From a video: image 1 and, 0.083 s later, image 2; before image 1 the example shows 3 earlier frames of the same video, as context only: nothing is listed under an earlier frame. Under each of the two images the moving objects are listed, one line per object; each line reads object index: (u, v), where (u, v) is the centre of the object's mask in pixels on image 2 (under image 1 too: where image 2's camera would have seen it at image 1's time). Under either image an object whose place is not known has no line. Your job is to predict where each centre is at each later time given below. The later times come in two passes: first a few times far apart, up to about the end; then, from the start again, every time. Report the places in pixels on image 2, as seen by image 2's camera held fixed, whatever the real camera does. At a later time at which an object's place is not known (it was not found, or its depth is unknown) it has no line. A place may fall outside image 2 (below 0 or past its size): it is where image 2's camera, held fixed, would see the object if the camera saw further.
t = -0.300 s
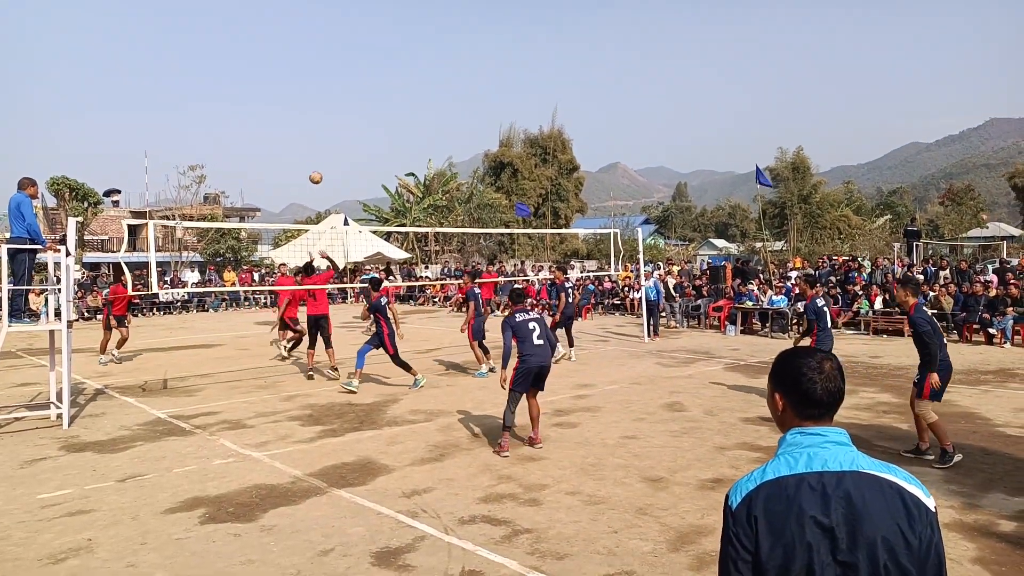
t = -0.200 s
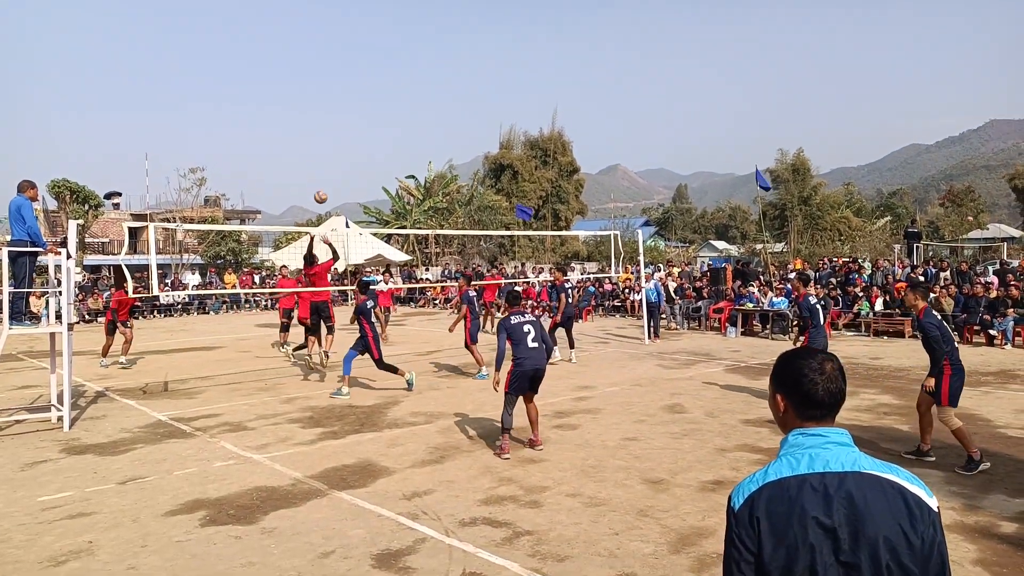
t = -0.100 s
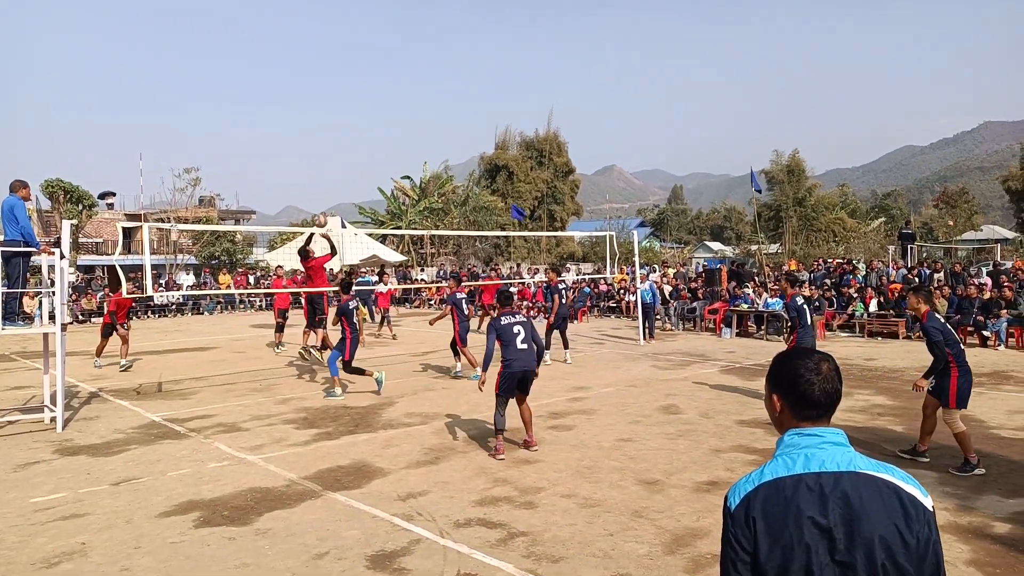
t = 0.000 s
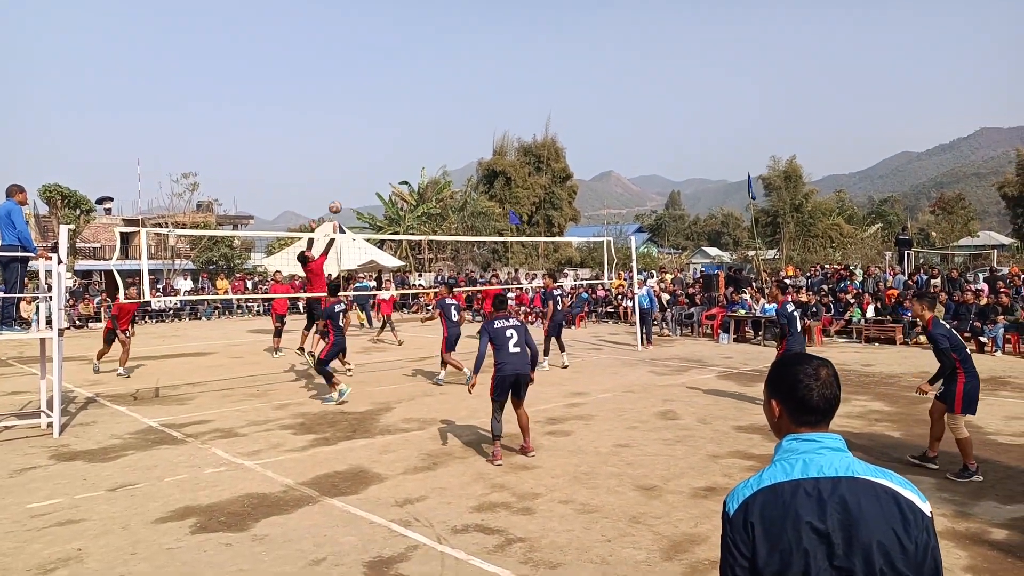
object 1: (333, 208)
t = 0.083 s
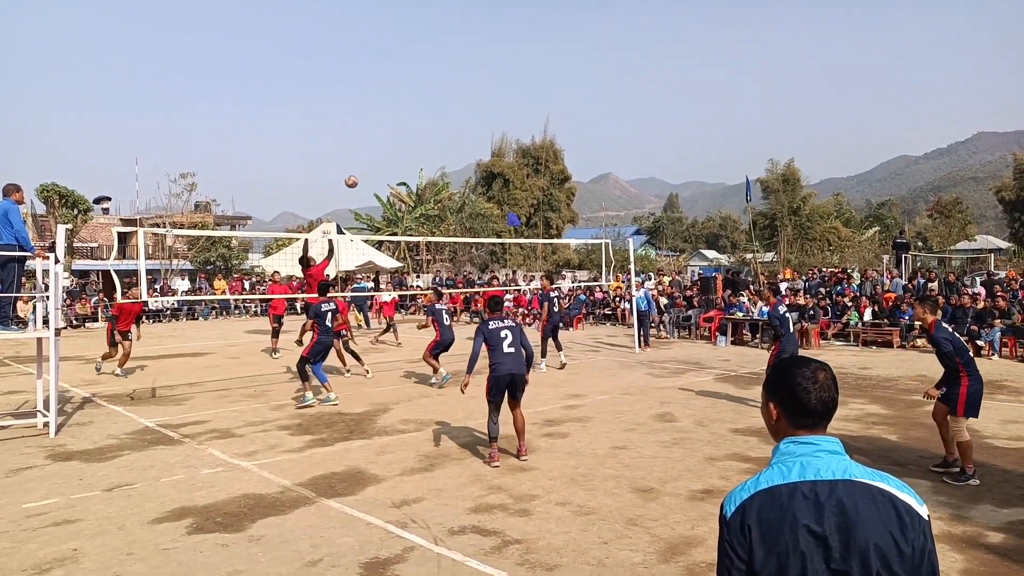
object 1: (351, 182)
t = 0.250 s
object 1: (385, 144)
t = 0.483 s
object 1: (428, 123)
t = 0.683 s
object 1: (461, 129)
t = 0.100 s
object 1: (355, 177)
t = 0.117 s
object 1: (358, 173)
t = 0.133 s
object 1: (362, 168)
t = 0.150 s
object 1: (365, 164)
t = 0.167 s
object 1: (368, 160)
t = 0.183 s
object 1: (372, 157)
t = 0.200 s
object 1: (375, 153)
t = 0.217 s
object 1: (378, 150)
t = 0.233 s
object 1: (382, 147)
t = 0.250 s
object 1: (385, 144)
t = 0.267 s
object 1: (388, 142)
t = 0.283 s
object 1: (391, 139)
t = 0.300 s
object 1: (395, 137)
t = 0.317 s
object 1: (398, 135)
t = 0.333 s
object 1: (401, 133)
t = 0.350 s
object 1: (404, 131)
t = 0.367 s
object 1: (407, 130)
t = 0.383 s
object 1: (410, 129)
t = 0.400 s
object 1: (413, 127)
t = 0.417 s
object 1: (416, 126)
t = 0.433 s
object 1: (419, 125)
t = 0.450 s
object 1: (422, 124)
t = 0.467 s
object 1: (425, 124)
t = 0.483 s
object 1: (428, 123)
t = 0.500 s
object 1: (431, 123)
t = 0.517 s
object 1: (434, 123)
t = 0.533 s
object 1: (436, 123)
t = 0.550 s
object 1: (439, 123)
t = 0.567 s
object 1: (442, 123)
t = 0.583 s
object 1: (445, 124)
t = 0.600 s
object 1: (448, 124)
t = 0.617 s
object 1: (450, 125)
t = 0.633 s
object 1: (453, 126)
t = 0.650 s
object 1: (456, 127)
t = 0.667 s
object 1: (458, 128)
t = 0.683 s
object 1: (461, 129)
